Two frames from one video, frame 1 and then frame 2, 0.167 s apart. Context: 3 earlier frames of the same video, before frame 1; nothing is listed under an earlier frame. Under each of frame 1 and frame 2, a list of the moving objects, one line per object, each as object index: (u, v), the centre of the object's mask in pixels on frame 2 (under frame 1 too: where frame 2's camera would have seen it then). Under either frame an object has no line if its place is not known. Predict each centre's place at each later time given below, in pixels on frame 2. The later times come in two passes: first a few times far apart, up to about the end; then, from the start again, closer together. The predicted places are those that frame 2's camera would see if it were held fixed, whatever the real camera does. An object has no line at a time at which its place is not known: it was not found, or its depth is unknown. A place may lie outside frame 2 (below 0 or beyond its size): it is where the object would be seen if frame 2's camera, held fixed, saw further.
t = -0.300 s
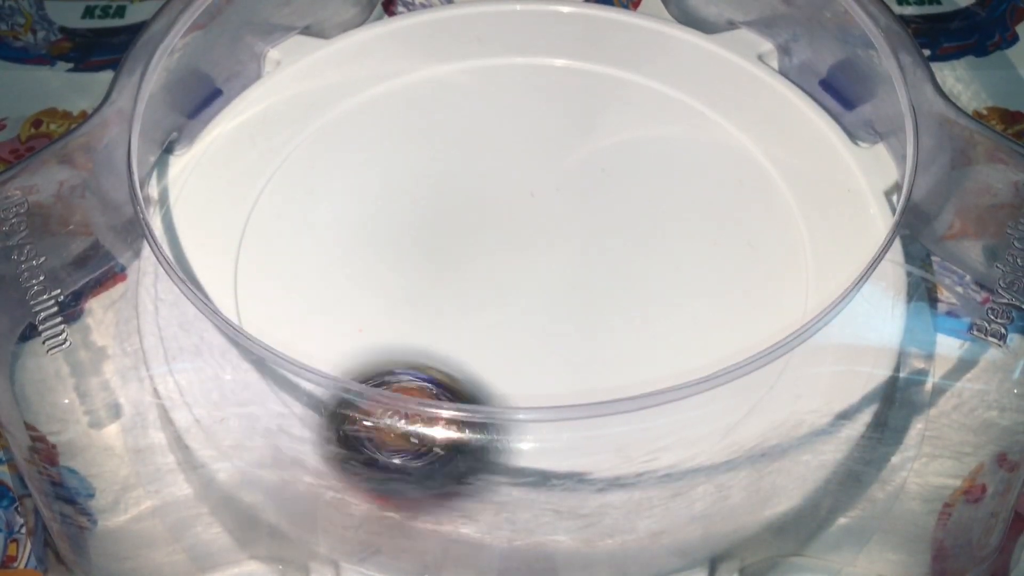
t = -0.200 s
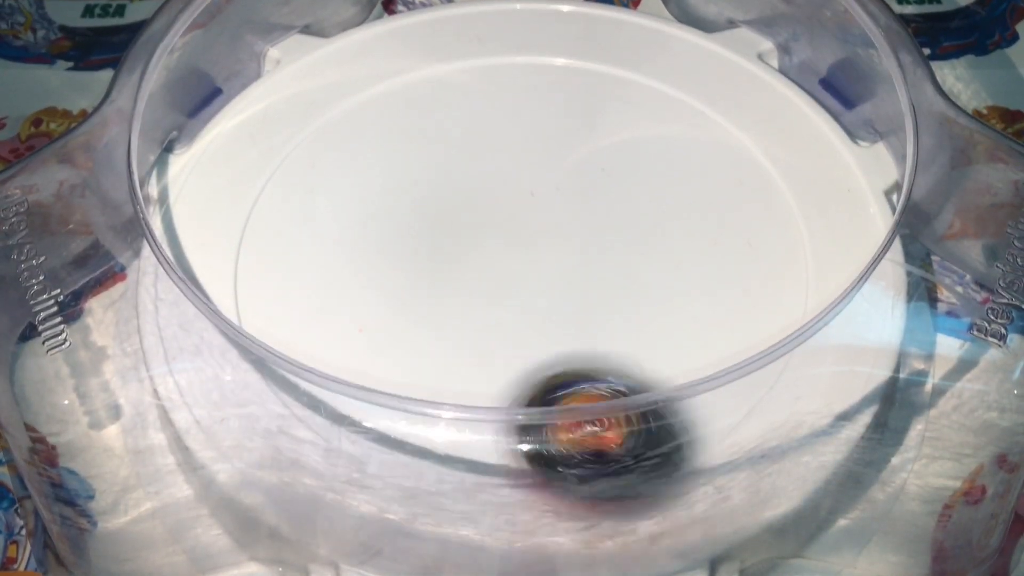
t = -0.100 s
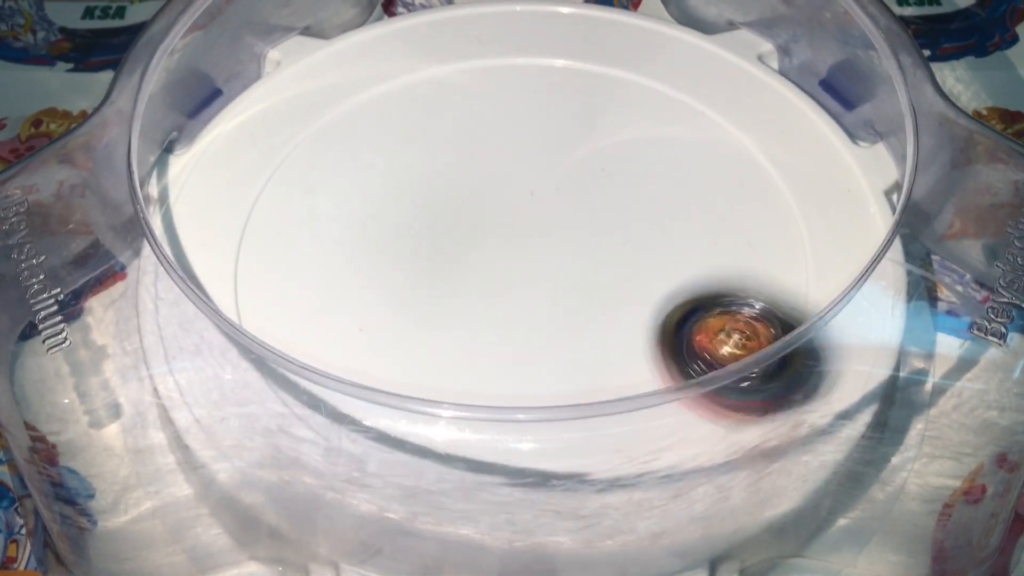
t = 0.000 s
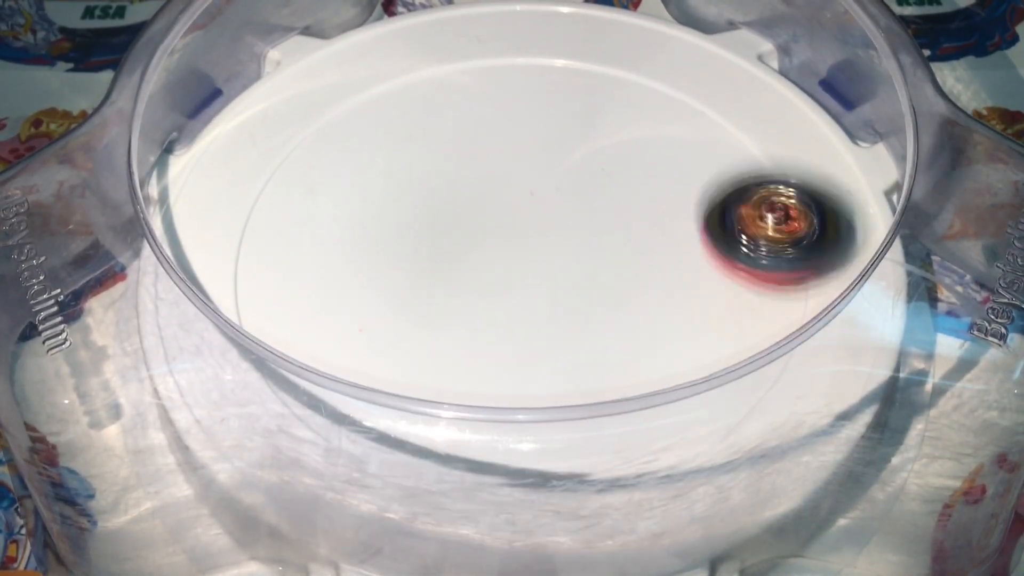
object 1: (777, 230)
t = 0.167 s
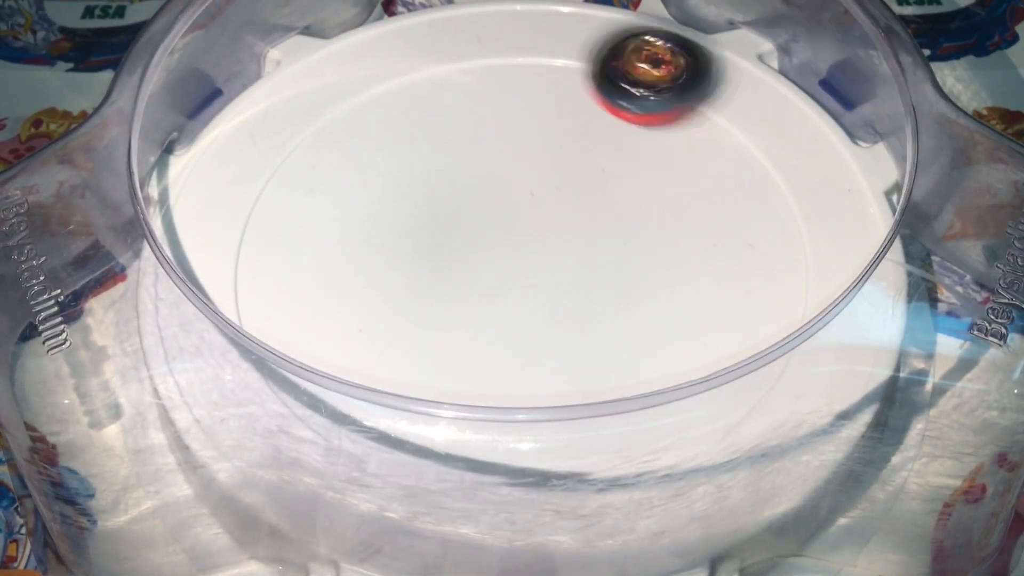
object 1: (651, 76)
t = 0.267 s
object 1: (527, 45)
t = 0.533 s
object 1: (266, 204)
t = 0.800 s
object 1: (555, 397)
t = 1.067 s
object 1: (739, 162)
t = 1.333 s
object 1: (469, 61)
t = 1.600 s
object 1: (344, 293)
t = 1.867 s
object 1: (663, 337)
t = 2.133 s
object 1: (669, 119)
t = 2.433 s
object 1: (375, 191)
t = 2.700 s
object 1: (513, 361)
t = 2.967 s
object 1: (675, 213)
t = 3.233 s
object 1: (455, 152)
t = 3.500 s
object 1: (423, 326)
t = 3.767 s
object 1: (651, 279)
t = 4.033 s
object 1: (542, 122)
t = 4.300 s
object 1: (387, 234)
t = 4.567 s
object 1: (572, 331)
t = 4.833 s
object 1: (659, 175)
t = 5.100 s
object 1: (466, 145)
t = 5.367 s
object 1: (423, 310)
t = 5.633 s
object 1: (649, 316)
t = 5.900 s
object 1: (624, 153)
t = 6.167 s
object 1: (425, 169)
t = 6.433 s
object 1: (436, 330)
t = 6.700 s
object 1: (657, 286)
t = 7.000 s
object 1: (570, 130)
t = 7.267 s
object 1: (396, 200)
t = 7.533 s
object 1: (516, 339)
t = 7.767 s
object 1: (677, 257)
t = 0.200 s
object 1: (611, 59)
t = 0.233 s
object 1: (570, 48)
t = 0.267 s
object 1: (527, 45)
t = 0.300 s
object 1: (483, 46)
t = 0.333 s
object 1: (440, 52)
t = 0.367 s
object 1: (399, 64)
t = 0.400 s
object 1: (361, 82)
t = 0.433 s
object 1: (328, 104)
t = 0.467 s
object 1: (298, 133)
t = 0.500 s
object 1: (278, 166)
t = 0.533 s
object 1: (266, 204)
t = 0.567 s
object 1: (266, 244)
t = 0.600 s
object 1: (281, 283)
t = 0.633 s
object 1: (312, 314)
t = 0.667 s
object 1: (341, 351)
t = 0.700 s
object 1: (386, 374)
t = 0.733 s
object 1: (442, 394)
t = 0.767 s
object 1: (500, 402)
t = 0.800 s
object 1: (555, 397)
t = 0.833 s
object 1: (611, 385)
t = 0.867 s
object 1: (655, 363)
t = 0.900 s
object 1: (689, 329)
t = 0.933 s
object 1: (721, 303)
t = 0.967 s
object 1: (743, 271)
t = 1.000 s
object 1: (753, 233)
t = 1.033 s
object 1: (751, 196)
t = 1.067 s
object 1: (739, 162)
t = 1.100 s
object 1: (721, 132)
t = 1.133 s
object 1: (695, 106)
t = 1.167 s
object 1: (663, 85)
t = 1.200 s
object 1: (627, 68)
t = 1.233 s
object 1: (590, 56)
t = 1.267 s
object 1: (549, 52)
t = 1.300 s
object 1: (508, 53)
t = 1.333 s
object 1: (469, 61)
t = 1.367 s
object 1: (431, 75)
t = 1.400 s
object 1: (395, 95)
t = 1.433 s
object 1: (366, 120)
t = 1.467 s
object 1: (344, 149)
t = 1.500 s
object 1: (328, 183)
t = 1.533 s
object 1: (322, 219)
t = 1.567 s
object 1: (329, 258)
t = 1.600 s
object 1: (344, 293)
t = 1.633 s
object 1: (369, 322)
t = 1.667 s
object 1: (406, 344)
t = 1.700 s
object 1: (449, 357)
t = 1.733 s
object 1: (491, 365)
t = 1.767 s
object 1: (539, 383)
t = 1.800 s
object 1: (586, 377)
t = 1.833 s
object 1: (631, 366)
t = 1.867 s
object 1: (663, 337)
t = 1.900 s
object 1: (699, 317)
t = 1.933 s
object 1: (727, 292)
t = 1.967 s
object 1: (742, 258)
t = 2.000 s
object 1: (747, 229)
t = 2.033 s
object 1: (740, 194)
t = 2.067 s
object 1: (724, 165)
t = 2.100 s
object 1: (700, 140)
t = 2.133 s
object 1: (669, 119)
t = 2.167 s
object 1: (635, 105)
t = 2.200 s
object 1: (597, 98)
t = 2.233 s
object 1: (559, 94)
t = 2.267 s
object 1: (522, 98)
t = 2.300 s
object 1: (484, 108)
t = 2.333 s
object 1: (449, 121)
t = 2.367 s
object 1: (419, 141)
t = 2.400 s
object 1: (394, 164)
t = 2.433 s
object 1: (375, 191)
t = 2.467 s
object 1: (365, 221)
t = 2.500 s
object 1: (363, 250)
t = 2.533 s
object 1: (371, 279)
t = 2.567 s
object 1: (386, 310)
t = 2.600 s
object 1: (410, 333)
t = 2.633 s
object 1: (440, 347)
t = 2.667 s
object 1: (476, 359)
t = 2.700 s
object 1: (513, 361)
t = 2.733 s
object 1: (554, 368)
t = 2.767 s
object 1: (591, 353)
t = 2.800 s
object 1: (625, 342)
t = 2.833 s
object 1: (655, 323)
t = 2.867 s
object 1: (673, 293)
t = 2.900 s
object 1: (683, 266)
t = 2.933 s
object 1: (682, 240)
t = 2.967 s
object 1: (675, 213)
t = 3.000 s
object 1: (657, 185)
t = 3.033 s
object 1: (635, 166)
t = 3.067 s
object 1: (608, 154)
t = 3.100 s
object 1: (578, 143)
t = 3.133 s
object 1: (547, 135)
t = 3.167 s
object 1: (514, 134)
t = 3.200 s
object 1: (484, 140)
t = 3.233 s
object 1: (455, 152)
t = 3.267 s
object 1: (428, 165)
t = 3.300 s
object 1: (403, 182)
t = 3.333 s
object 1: (386, 204)
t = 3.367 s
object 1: (376, 232)
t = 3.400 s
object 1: (376, 260)
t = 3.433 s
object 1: (384, 282)
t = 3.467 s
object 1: (399, 306)
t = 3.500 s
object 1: (423, 326)
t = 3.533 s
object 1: (452, 342)
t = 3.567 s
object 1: (487, 349)
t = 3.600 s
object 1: (521, 351)
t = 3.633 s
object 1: (556, 345)
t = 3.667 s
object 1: (587, 337)
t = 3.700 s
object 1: (615, 322)
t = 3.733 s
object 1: (637, 302)
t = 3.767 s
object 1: (651, 279)
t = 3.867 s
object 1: (655, 206)
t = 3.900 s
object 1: (641, 180)
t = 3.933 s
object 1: (623, 160)
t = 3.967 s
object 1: (599, 141)
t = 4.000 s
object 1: (572, 129)
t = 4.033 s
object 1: (542, 122)
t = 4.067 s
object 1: (513, 120)
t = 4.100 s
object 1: (486, 127)
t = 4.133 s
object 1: (458, 137)
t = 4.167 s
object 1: (438, 150)
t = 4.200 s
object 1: (417, 167)
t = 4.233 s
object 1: (401, 187)
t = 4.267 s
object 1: (390, 208)
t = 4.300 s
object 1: (387, 234)
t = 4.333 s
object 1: (389, 257)
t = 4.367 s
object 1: (402, 281)
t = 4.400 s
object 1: (418, 301)
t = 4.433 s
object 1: (443, 317)
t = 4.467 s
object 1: (470, 329)
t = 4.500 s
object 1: (502, 335)
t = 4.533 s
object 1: (535, 336)
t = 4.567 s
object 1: (572, 331)
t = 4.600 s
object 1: (603, 320)
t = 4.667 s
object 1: (649, 282)
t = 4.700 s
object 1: (664, 260)
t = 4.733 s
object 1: (673, 238)
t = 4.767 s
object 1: (675, 216)
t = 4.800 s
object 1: (671, 194)
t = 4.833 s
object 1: (659, 175)
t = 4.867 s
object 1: (643, 158)
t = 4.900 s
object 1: (624, 144)
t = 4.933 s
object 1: (600, 135)
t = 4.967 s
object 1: (575, 129)
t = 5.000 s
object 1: (547, 126)
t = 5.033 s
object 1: (520, 128)
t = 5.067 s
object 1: (493, 134)
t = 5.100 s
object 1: (466, 145)
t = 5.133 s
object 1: (443, 159)
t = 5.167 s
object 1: (426, 177)
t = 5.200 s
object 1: (409, 198)
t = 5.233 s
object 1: (400, 220)
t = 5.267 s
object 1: (396, 245)
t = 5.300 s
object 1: (398, 268)
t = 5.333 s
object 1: (408, 291)
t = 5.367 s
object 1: (423, 310)
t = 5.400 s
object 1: (444, 328)
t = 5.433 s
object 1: (470, 341)
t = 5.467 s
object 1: (501, 348)
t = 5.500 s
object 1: (532, 350)
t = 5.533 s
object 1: (564, 350)
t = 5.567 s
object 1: (596, 342)
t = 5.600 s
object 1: (625, 333)
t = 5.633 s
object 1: (649, 316)
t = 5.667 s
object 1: (668, 295)
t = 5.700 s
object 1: (679, 274)
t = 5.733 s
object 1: (684, 250)
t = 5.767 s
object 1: (684, 227)
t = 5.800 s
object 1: (676, 204)
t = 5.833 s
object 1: (662, 185)
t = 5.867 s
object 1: (645, 167)
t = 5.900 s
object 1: (624, 153)
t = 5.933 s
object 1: (601, 142)
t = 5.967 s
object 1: (575, 136)
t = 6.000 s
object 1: (549, 132)
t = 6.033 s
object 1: (521, 133)
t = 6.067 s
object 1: (494, 136)
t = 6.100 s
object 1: (470, 142)
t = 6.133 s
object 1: (447, 154)
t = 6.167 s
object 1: (425, 169)
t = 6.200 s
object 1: (407, 186)
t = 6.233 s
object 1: (392, 206)
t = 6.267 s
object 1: (383, 226)
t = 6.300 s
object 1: (381, 249)
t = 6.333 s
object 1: (384, 272)
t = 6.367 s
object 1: (396, 295)
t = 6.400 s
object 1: (413, 314)
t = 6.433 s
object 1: (436, 330)
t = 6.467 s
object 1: (464, 342)
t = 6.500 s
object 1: (495, 348)
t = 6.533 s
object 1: (528, 350)
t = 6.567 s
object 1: (560, 347)
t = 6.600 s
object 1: (591, 338)
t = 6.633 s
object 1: (617, 325)
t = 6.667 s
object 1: (639, 307)
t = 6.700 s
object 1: (657, 286)
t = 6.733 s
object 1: (667, 265)
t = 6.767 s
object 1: (671, 242)
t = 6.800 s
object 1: (670, 219)
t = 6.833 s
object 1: (663, 199)
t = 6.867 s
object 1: (651, 179)
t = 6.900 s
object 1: (635, 163)
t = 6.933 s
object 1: (616, 149)
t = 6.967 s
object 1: (594, 137)
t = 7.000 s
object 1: (570, 130)
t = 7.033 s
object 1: (545, 125)
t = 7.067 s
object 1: (518, 125)
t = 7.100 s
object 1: (494, 127)
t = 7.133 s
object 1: (468, 135)
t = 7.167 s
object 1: (445, 147)
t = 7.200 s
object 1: (425, 162)
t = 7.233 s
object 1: (408, 179)
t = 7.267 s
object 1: (396, 200)
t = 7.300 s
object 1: (391, 222)
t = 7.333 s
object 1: (390, 245)
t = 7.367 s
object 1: (397, 268)
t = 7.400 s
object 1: (411, 290)
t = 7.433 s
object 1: (430, 309)
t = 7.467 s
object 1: (455, 324)
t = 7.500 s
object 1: (484, 335)
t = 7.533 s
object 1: (516, 339)
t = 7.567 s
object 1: (547, 341)
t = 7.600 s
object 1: (577, 337)
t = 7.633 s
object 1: (606, 328)
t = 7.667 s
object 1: (631, 314)
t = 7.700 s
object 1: (652, 296)
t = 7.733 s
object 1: (667, 278)
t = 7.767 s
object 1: (677, 257)
